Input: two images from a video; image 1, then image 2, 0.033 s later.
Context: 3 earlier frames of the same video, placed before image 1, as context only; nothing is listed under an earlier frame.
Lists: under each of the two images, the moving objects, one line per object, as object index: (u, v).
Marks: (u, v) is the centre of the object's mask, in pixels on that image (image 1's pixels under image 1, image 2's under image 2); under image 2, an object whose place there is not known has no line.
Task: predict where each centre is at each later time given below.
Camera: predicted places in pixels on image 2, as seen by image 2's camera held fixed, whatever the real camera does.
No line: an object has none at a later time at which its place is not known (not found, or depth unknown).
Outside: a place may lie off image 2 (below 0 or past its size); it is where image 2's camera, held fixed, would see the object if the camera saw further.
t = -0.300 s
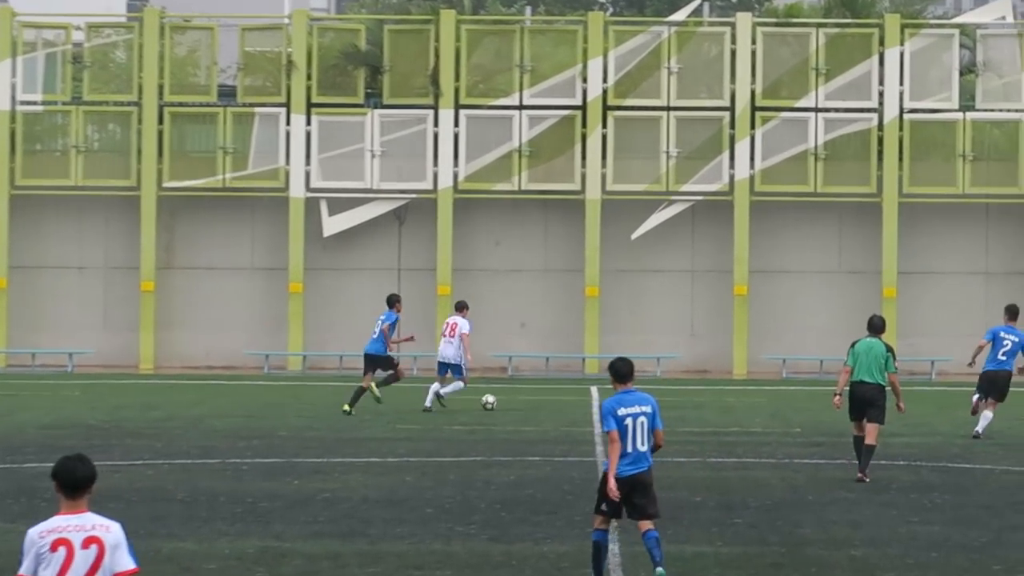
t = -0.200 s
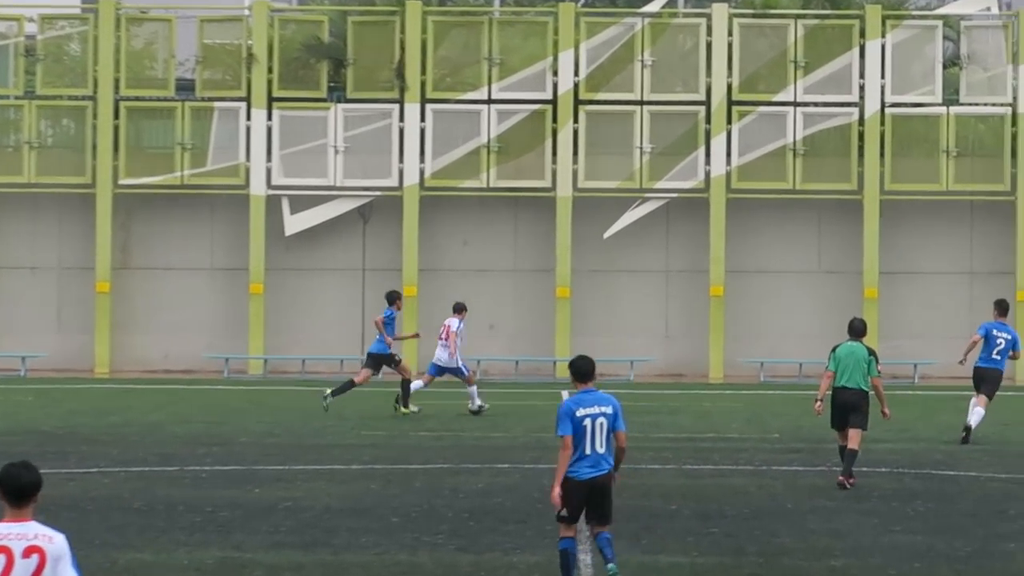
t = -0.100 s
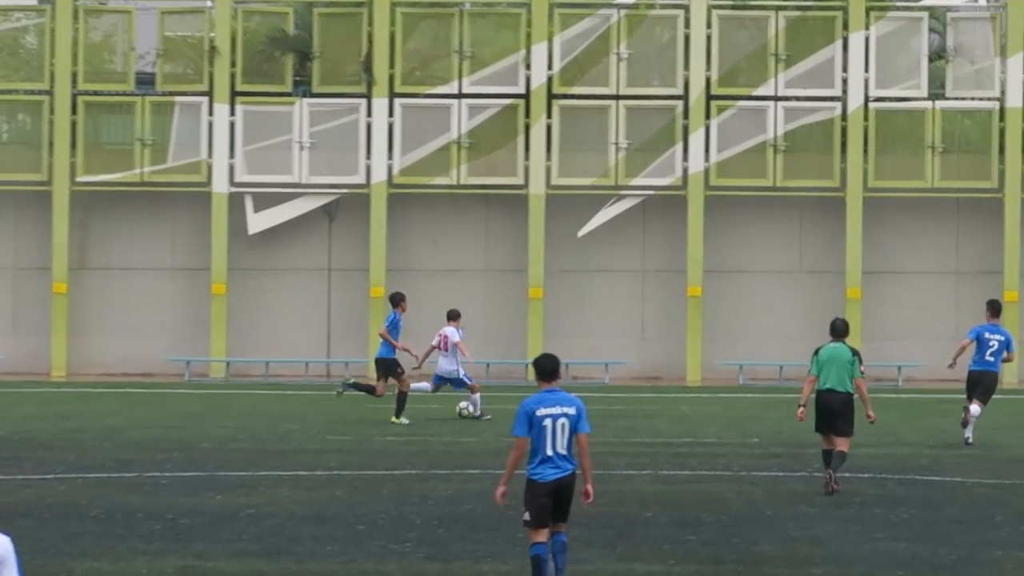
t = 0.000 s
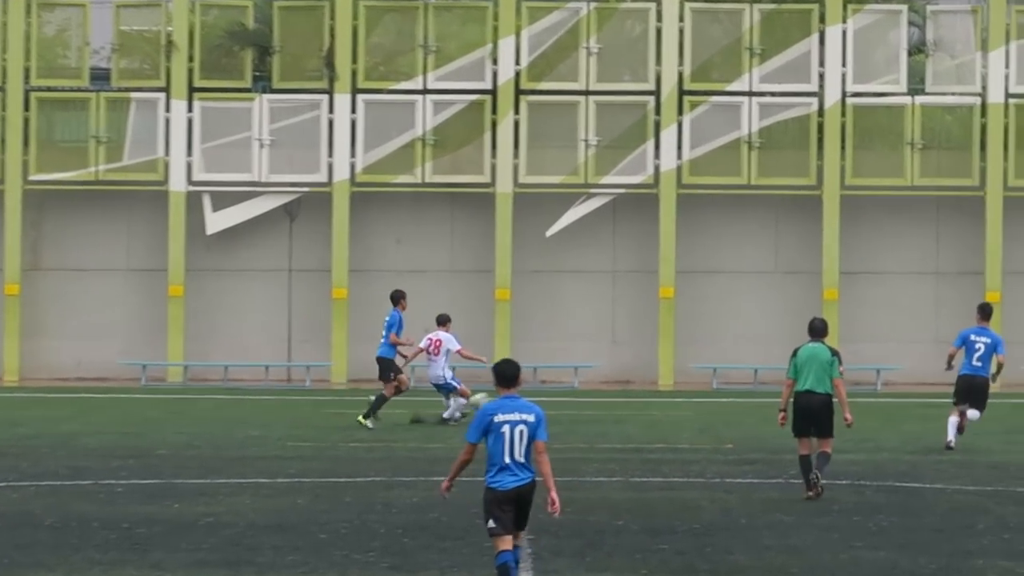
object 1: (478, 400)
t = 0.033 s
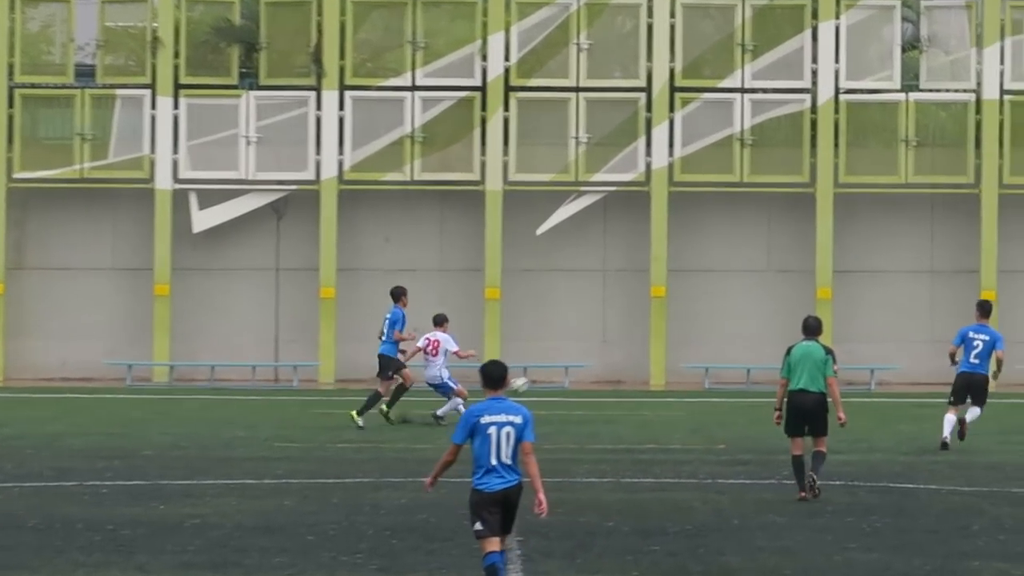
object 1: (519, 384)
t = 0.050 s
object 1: (543, 378)
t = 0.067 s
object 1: (567, 370)
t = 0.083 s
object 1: (592, 364)
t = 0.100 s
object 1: (616, 356)
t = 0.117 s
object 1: (640, 350)
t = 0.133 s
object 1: (665, 343)
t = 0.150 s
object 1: (688, 336)
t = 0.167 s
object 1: (712, 330)
